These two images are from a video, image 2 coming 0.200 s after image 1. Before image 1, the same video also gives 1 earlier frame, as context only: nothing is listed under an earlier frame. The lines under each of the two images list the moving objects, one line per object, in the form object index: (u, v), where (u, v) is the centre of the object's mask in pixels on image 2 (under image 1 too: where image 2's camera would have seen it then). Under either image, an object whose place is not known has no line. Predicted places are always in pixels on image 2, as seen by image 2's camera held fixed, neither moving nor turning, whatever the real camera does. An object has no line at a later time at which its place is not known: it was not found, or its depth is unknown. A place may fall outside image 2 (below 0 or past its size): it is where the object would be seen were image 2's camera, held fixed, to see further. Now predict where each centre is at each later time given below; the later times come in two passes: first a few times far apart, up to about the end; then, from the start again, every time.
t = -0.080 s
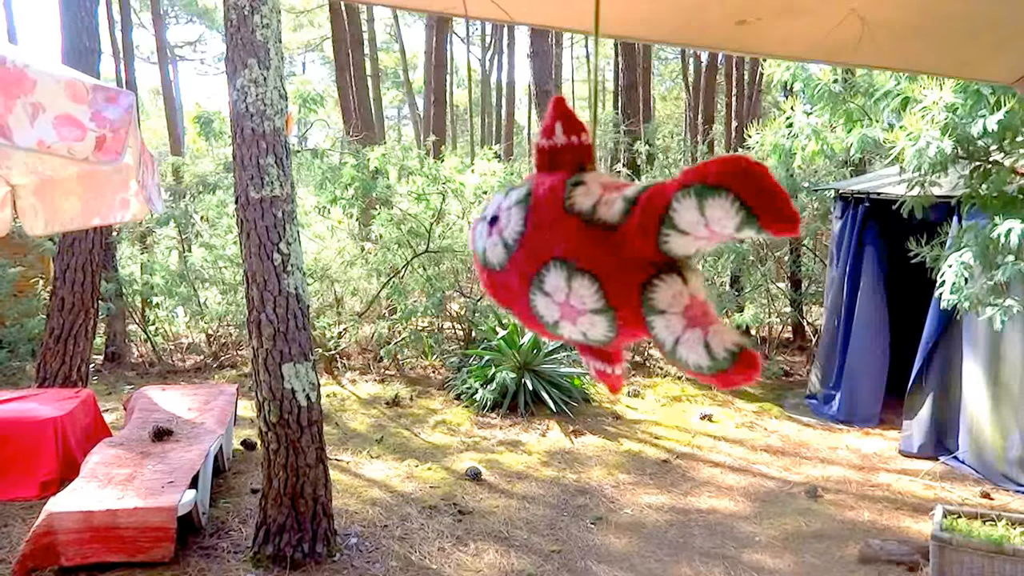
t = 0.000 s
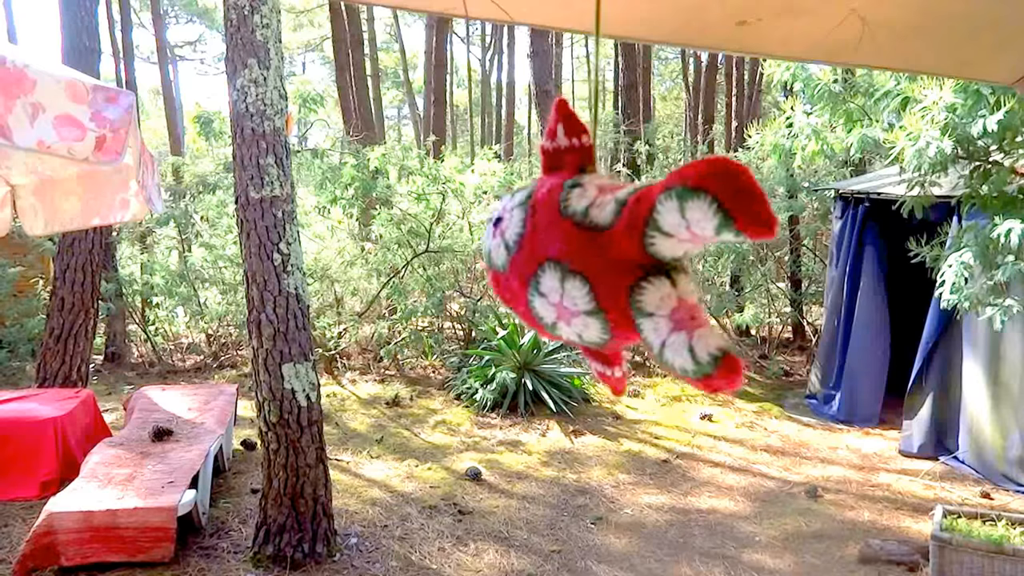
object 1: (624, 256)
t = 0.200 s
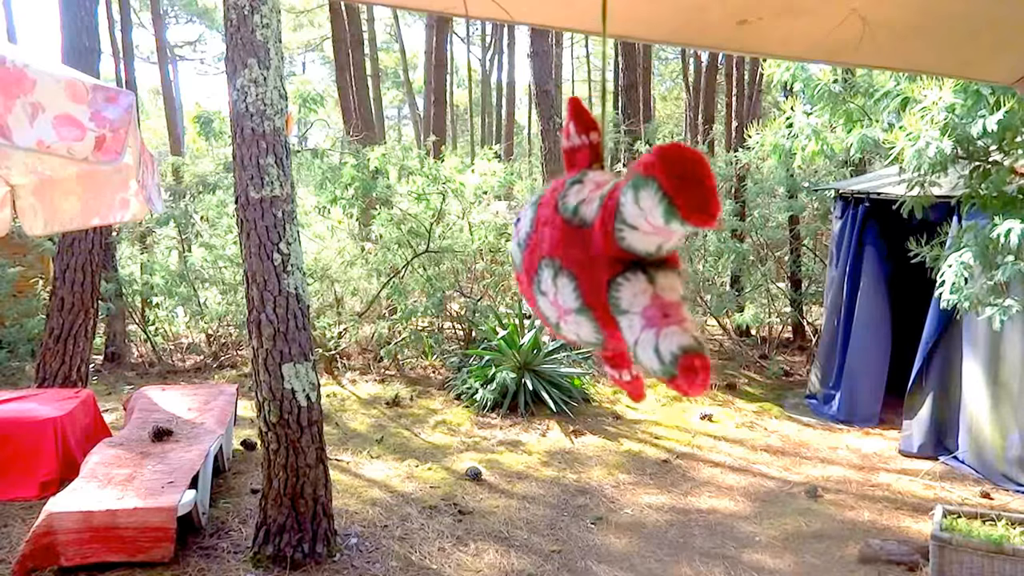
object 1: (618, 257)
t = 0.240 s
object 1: (617, 257)
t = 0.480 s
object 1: (612, 258)
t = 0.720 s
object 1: (583, 263)
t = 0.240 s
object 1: (617, 257)
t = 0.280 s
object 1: (617, 256)
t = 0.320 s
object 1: (616, 255)
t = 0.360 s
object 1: (615, 256)
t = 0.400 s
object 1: (615, 257)
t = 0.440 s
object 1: (614, 257)
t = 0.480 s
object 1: (612, 258)
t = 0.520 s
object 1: (609, 258)
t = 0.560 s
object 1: (606, 258)
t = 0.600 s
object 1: (601, 260)
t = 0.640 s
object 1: (596, 263)
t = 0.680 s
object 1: (589, 264)
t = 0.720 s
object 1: (583, 263)
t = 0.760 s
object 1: (578, 263)
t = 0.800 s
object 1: (573, 261)
